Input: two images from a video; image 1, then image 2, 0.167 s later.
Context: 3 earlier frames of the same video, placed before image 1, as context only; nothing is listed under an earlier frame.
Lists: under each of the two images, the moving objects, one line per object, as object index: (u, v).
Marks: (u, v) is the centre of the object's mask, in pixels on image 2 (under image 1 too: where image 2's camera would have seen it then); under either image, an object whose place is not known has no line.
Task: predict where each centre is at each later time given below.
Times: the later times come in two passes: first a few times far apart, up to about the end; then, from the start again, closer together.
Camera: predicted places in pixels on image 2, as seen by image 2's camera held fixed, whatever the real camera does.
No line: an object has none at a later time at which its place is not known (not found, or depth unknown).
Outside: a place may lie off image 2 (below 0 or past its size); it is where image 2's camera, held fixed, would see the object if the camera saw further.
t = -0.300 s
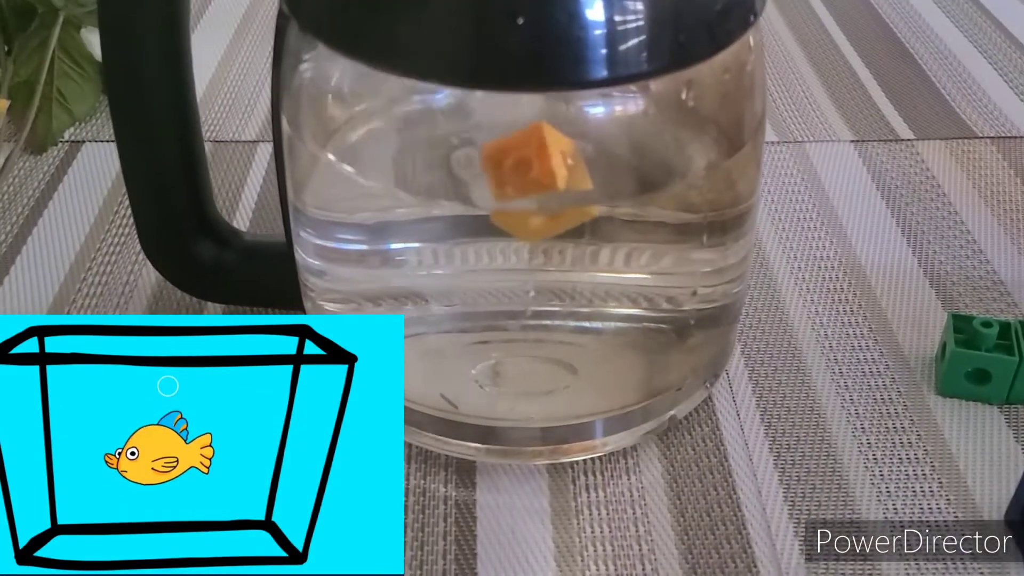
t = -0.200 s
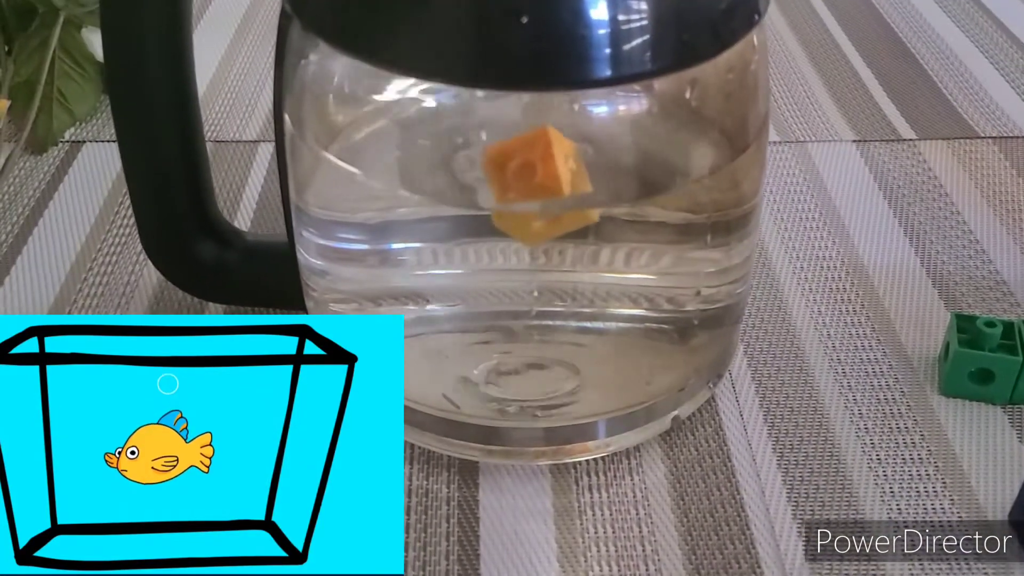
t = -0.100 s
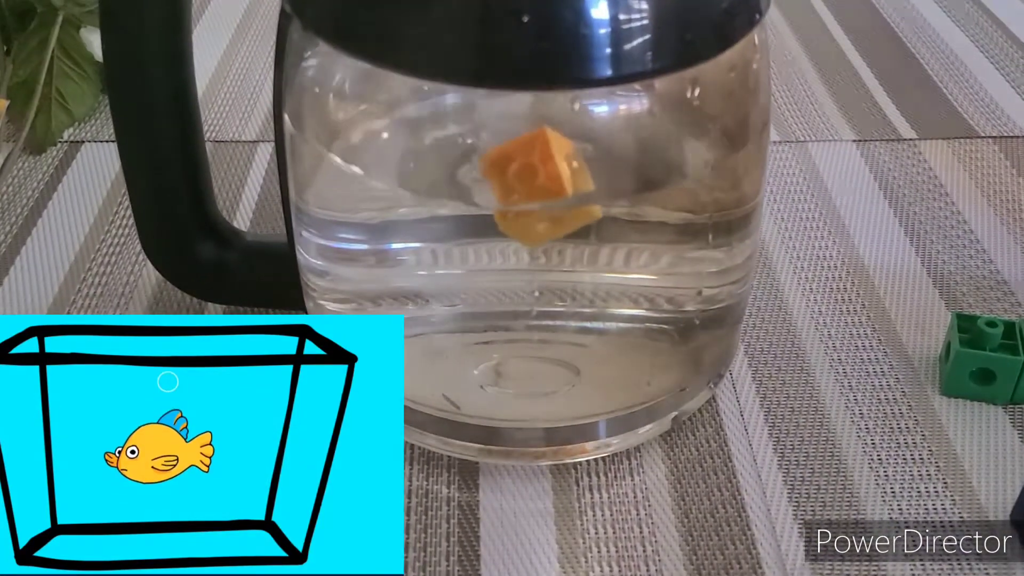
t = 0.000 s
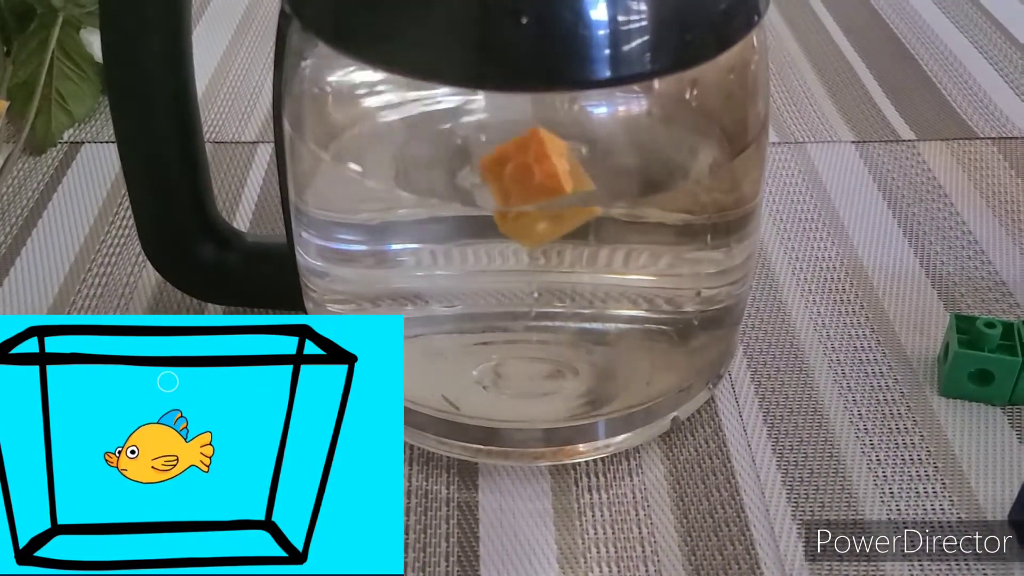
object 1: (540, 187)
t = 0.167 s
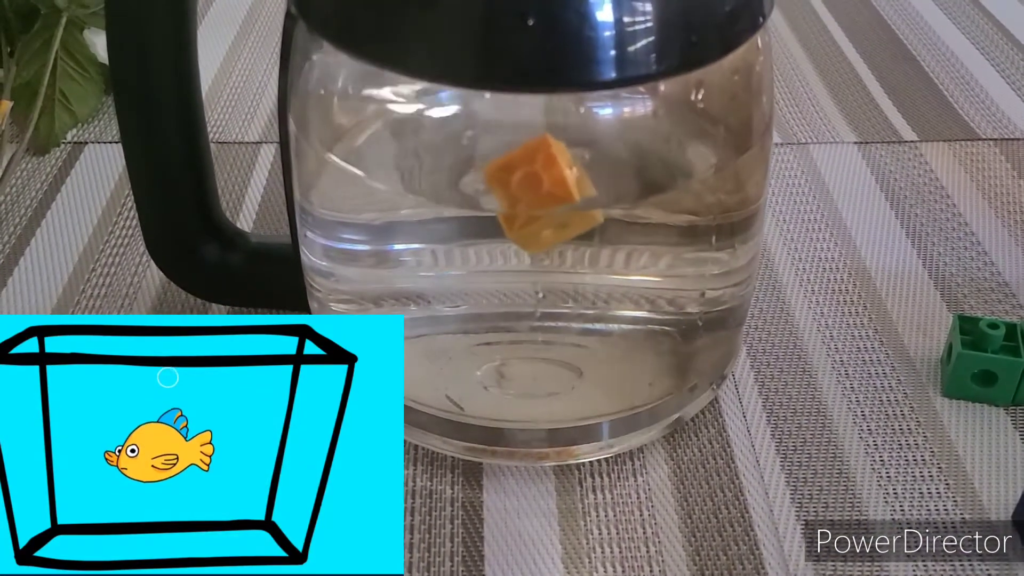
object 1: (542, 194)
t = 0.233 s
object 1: (540, 194)
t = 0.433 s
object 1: (541, 196)
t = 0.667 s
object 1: (539, 200)
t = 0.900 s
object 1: (538, 203)
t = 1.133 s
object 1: (539, 201)
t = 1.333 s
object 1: (539, 203)
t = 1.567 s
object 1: (540, 201)
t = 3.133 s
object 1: (540, 202)
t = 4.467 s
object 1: (538, 192)
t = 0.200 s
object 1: (541, 195)
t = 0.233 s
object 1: (540, 194)
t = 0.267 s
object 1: (540, 194)
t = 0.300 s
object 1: (541, 194)
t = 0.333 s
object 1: (541, 194)
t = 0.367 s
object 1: (541, 195)
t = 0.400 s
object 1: (541, 195)
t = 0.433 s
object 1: (541, 196)
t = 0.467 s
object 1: (541, 197)
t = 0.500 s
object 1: (540, 198)
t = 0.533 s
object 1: (539, 198)
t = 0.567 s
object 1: (539, 199)
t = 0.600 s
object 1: (538, 199)
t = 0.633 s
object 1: (539, 200)
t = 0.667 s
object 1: (539, 200)
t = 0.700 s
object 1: (539, 200)
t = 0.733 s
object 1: (540, 199)
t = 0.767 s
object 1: (540, 200)
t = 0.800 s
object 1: (539, 201)
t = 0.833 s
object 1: (539, 202)
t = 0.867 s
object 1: (538, 202)
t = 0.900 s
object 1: (538, 203)
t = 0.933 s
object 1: (537, 203)
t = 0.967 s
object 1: (537, 203)
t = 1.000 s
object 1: (538, 202)
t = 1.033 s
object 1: (538, 202)
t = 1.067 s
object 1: (539, 201)
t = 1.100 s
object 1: (539, 201)
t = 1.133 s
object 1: (539, 201)
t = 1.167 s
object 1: (539, 201)
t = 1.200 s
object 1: (539, 200)
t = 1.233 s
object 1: (539, 201)
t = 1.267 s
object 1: (539, 201)
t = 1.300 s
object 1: (539, 202)
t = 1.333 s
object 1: (539, 203)
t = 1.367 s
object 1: (539, 203)
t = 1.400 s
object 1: (539, 203)
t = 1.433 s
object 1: (539, 202)
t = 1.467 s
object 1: (540, 201)
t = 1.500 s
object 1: (540, 200)
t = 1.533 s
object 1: (540, 200)
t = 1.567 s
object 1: (540, 201)
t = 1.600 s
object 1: (540, 201)
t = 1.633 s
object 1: (540, 202)
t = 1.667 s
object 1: (540, 202)
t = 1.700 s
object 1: (540, 203)
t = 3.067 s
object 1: (543, 201)
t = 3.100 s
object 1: (542, 201)
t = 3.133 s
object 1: (540, 202)
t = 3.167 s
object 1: (539, 203)
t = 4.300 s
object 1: (537, 195)
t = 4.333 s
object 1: (536, 196)
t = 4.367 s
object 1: (537, 195)
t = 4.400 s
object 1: (536, 194)
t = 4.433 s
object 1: (539, 193)
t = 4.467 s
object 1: (538, 192)
